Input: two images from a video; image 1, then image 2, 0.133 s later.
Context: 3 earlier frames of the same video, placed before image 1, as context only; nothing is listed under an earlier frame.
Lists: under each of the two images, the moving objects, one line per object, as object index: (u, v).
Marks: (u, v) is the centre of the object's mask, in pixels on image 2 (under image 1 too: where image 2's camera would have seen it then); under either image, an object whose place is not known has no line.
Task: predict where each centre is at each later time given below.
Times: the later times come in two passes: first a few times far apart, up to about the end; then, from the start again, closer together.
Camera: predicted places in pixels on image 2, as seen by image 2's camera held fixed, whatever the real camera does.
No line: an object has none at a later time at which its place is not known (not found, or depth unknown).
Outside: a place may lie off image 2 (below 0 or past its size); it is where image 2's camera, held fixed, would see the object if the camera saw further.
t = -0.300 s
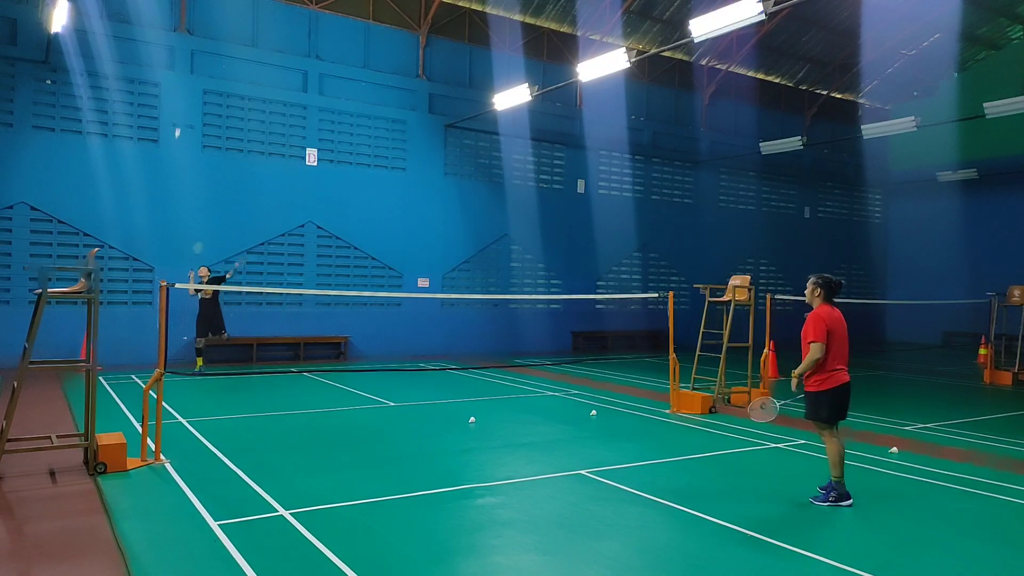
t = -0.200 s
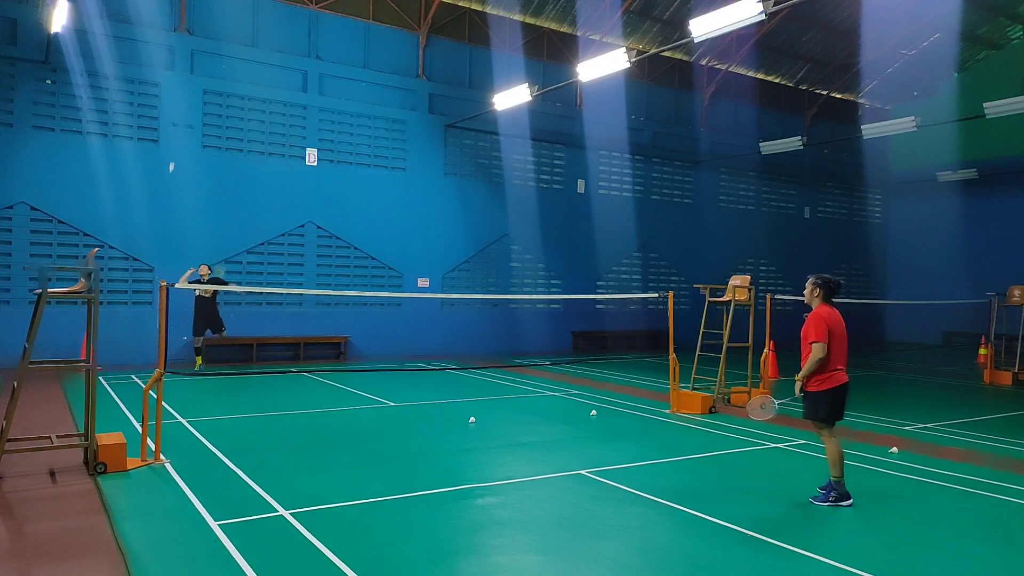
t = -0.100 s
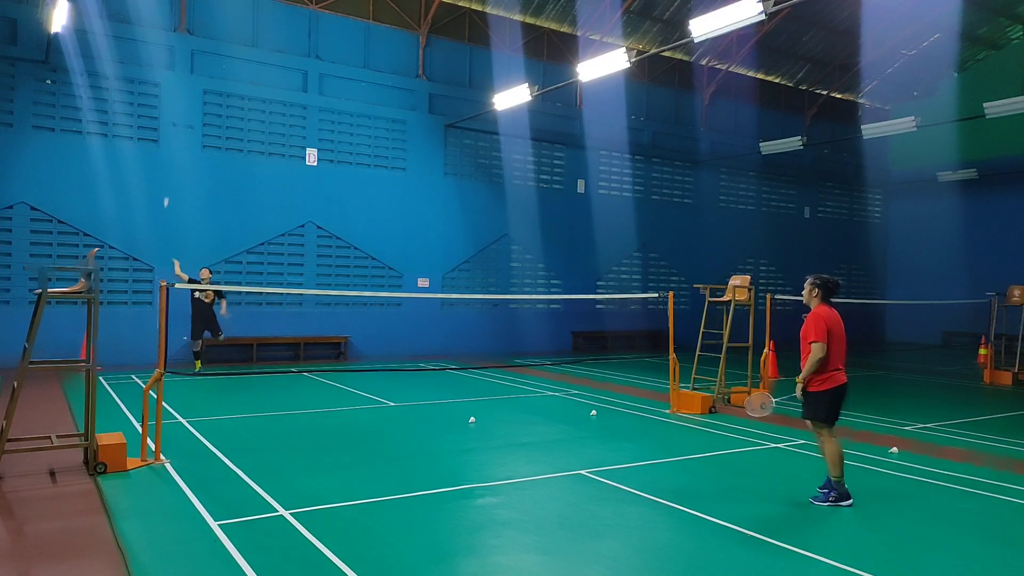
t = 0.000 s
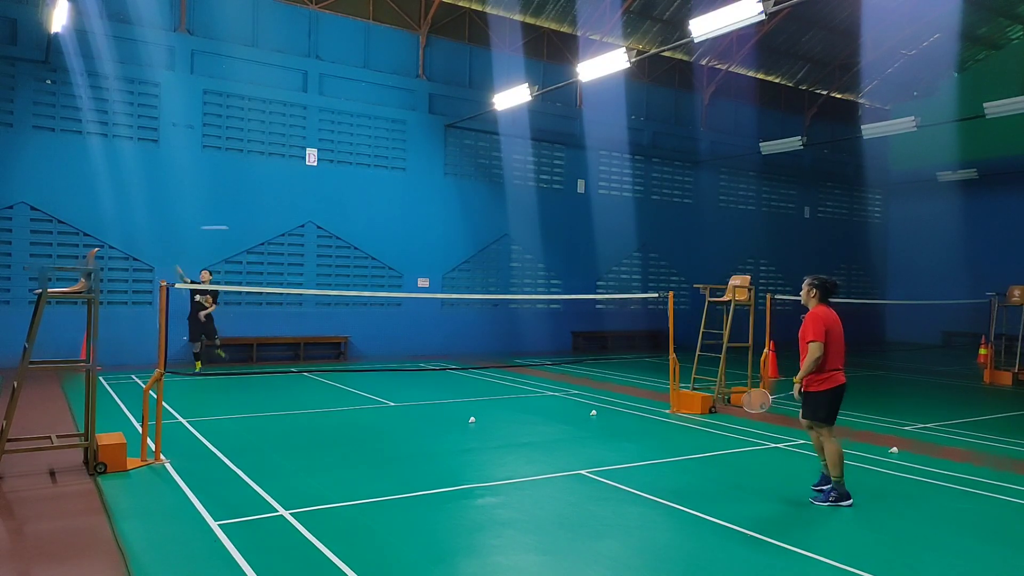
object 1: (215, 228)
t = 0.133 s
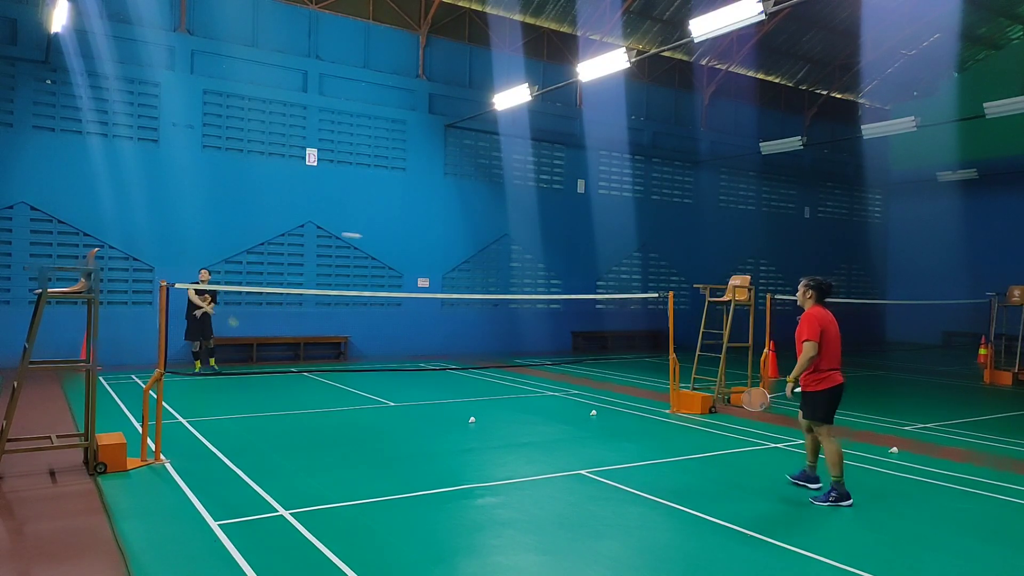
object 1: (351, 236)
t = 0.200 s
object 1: (405, 243)
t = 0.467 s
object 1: (584, 304)
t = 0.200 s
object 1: (405, 243)
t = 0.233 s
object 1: (431, 248)
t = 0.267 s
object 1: (455, 253)
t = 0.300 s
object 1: (477, 260)
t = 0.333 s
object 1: (500, 267)
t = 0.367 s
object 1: (522, 275)
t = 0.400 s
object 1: (543, 284)
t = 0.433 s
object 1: (562, 292)
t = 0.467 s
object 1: (584, 304)
